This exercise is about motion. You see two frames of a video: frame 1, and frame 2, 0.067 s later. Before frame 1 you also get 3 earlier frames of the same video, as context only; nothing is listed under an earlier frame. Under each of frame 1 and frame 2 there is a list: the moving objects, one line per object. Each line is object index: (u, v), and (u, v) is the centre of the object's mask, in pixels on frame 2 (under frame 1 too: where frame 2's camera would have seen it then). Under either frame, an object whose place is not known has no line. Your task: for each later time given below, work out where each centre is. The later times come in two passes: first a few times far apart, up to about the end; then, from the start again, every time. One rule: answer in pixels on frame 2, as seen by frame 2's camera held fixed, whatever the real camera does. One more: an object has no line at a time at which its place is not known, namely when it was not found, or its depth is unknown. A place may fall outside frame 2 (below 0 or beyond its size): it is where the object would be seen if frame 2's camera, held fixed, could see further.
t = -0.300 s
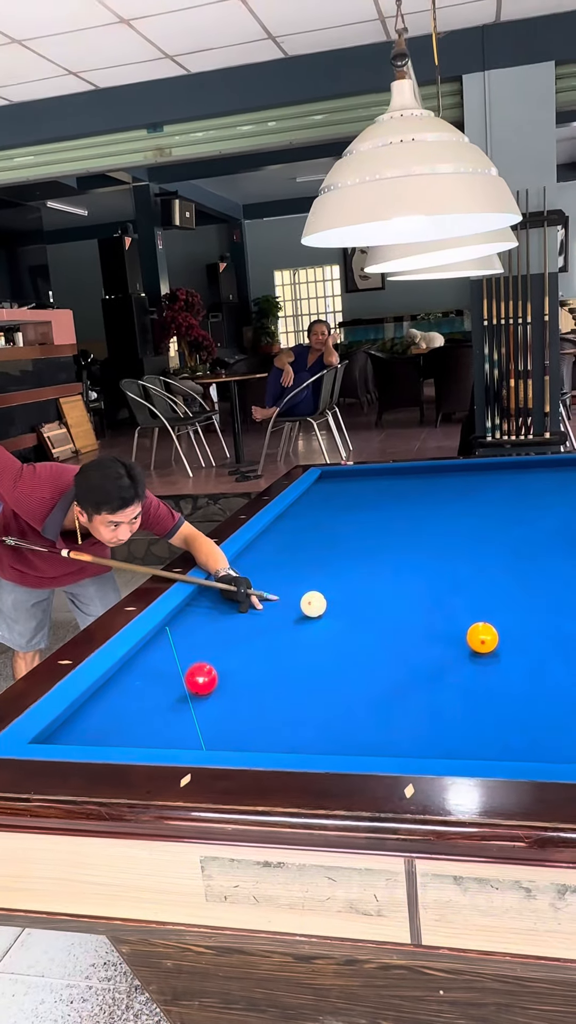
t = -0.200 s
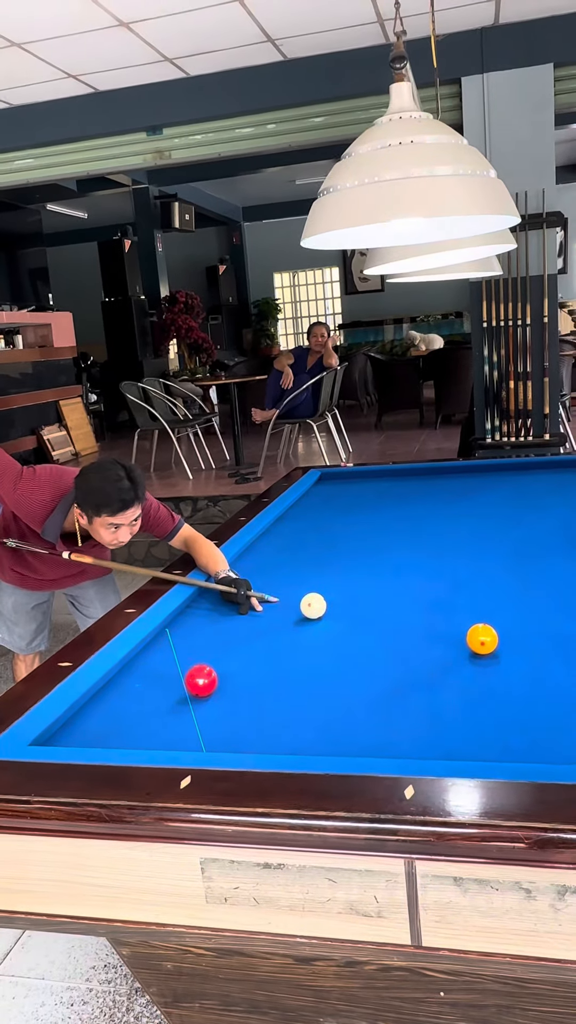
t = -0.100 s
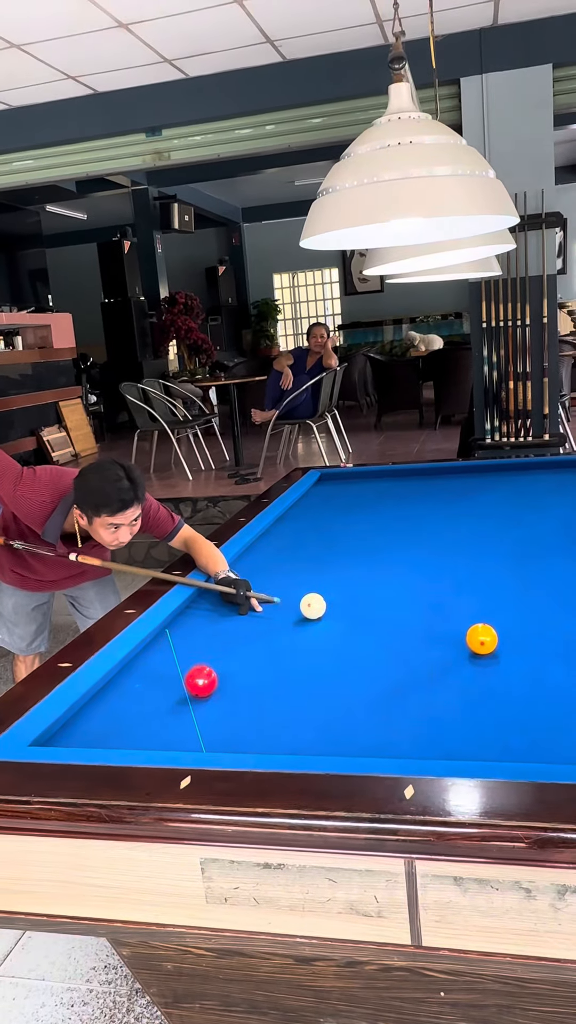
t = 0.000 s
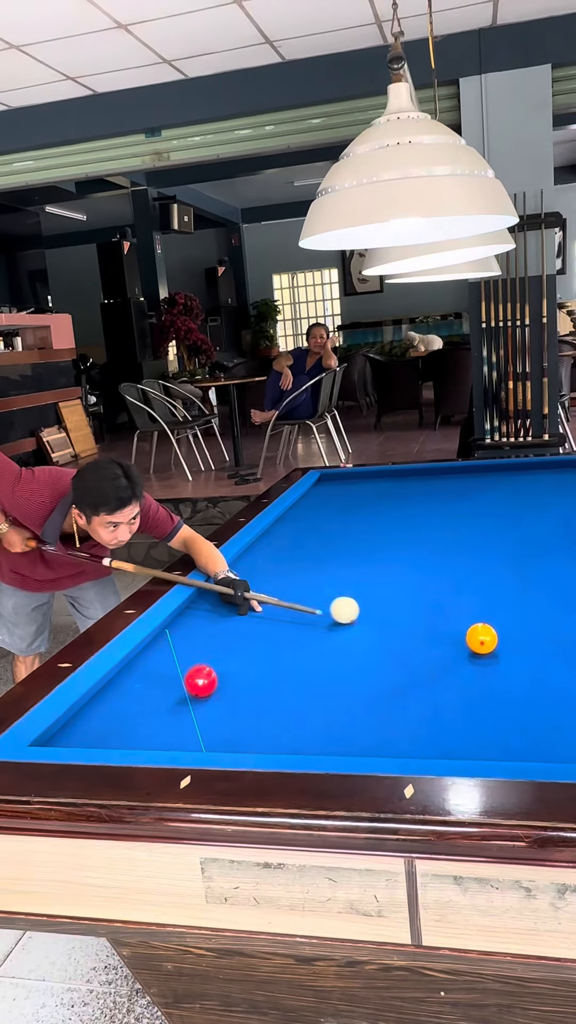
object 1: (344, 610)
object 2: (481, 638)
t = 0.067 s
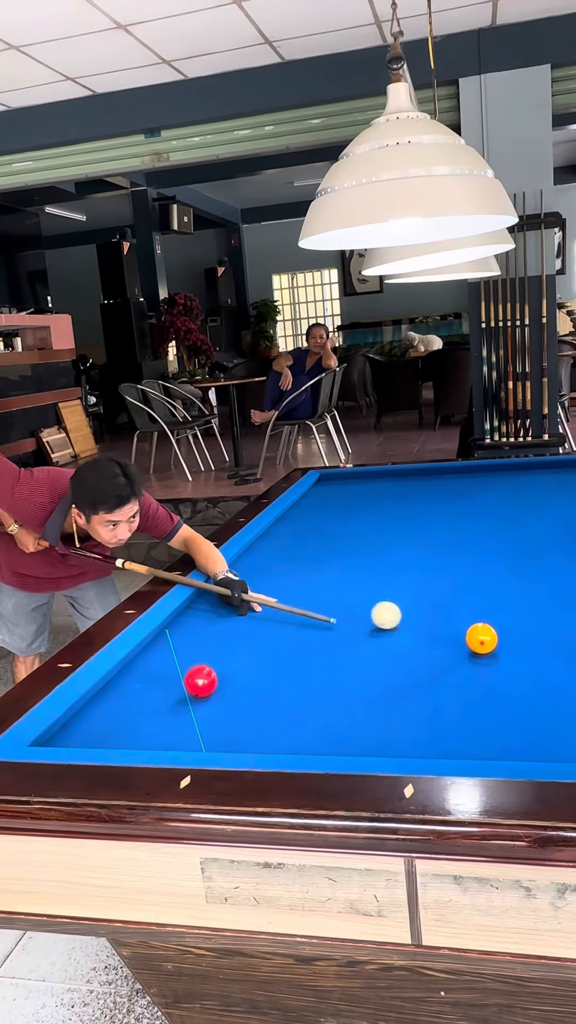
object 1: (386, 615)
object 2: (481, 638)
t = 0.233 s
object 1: (487, 622)
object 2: (482, 639)
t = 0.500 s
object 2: (489, 660)
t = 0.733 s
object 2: (497, 678)
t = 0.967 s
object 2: (504, 698)
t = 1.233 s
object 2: (513, 723)
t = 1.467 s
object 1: (528, 680)
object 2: (521, 744)
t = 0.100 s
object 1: (406, 618)
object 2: (481, 638)
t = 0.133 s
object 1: (427, 620)
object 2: (481, 638)
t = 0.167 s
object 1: (446, 623)
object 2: (481, 638)
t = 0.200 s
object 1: (463, 623)
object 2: (482, 638)
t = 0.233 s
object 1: (487, 622)
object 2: (482, 639)
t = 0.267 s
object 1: (504, 626)
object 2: (483, 642)
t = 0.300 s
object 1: (522, 627)
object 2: (484, 645)
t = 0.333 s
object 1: (541, 627)
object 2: (485, 647)
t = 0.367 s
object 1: (560, 628)
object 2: (486, 650)
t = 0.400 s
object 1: (571, 628)
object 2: (487, 652)
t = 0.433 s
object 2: (487, 655)
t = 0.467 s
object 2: (488, 657)
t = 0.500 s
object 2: (489, 660)
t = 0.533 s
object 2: (490, 662)
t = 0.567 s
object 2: (491, 665)
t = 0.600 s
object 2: (492, 667)
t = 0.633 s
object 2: (494, 670)
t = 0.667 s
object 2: (495, 673)
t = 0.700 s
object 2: (496, 675)
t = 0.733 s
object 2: (497, 678)
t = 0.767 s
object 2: (498, 681)
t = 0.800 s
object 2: (499, 684)
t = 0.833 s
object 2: (500, 686)
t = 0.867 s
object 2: (501, 689)
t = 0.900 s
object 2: (502, 692)
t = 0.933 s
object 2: (503, 695)
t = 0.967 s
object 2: (504, 698)
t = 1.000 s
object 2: (505, 701)
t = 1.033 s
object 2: (506, 704)
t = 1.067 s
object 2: (507, 707)
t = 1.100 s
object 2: (508, 710)
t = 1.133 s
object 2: (509, 713)
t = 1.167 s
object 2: (511, 716)
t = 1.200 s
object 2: (512, 719)
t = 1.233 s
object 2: (513, 723)
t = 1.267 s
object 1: (572, 667)
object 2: (514, 726)
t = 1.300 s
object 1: (569, 668)
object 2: (515, 729)
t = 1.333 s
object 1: (564, 671)
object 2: (516, 732)
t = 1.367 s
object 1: (557, 673)
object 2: (518, 736)
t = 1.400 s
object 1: (548, 675)
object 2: (519, 739)
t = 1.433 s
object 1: (538, 677)
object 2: (520, 742)
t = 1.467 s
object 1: (528, 680)
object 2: (521, 744)
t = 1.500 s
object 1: (518, 682)
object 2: (522, 746)
